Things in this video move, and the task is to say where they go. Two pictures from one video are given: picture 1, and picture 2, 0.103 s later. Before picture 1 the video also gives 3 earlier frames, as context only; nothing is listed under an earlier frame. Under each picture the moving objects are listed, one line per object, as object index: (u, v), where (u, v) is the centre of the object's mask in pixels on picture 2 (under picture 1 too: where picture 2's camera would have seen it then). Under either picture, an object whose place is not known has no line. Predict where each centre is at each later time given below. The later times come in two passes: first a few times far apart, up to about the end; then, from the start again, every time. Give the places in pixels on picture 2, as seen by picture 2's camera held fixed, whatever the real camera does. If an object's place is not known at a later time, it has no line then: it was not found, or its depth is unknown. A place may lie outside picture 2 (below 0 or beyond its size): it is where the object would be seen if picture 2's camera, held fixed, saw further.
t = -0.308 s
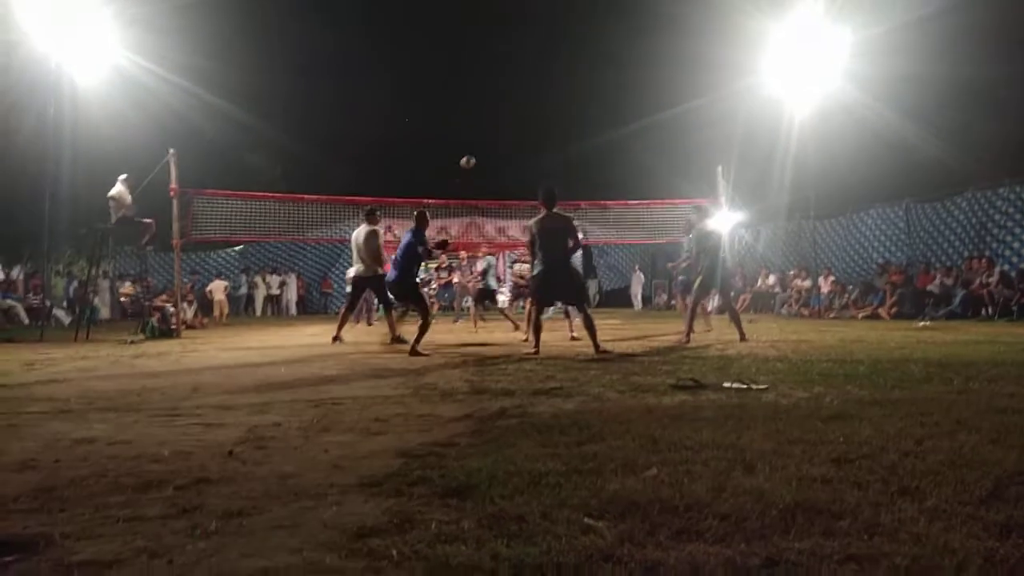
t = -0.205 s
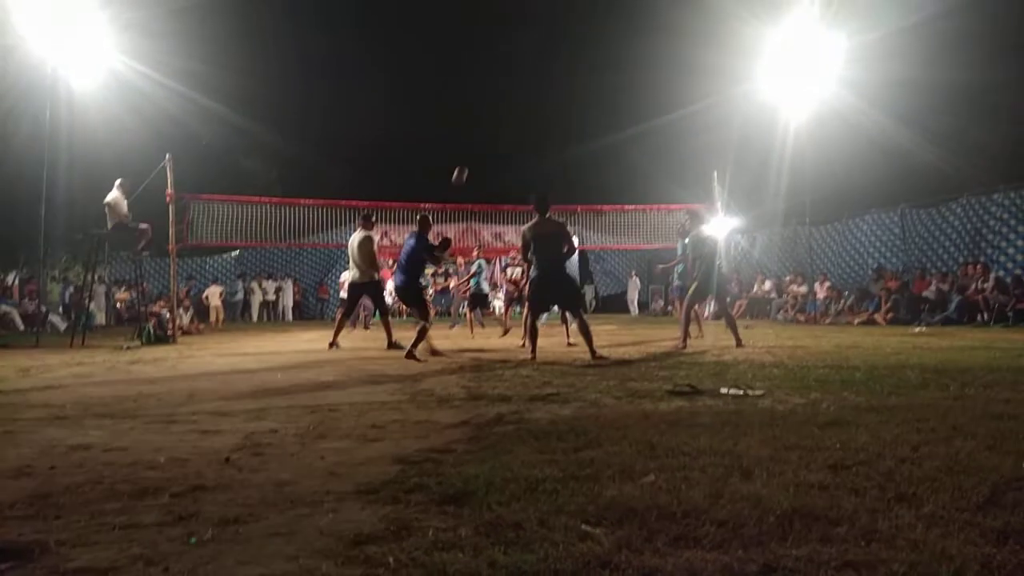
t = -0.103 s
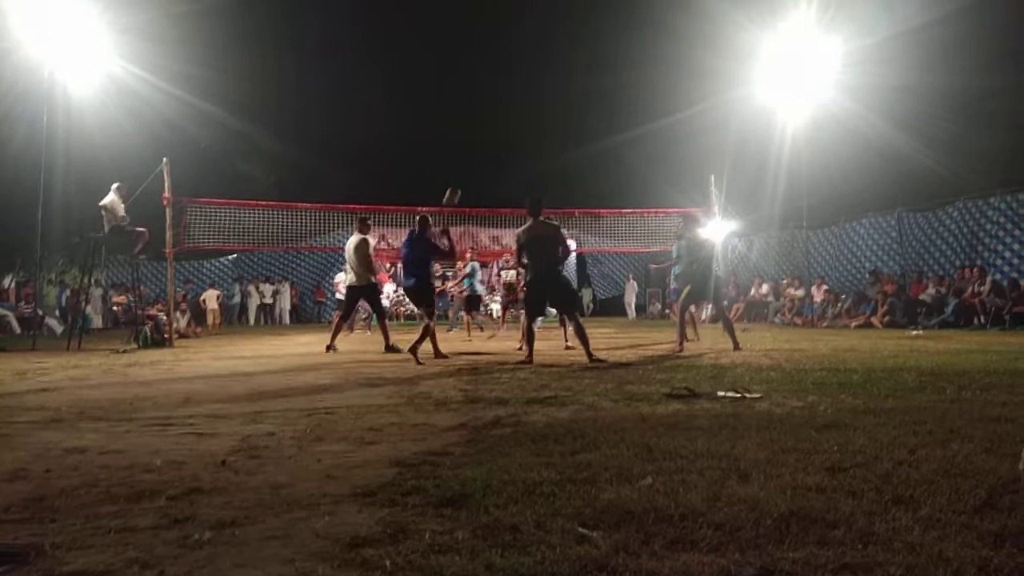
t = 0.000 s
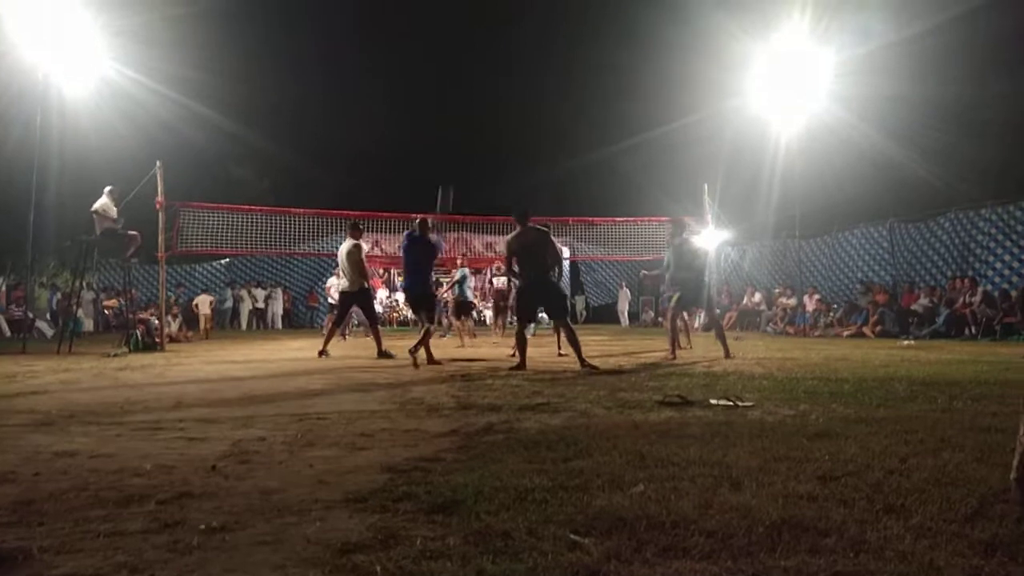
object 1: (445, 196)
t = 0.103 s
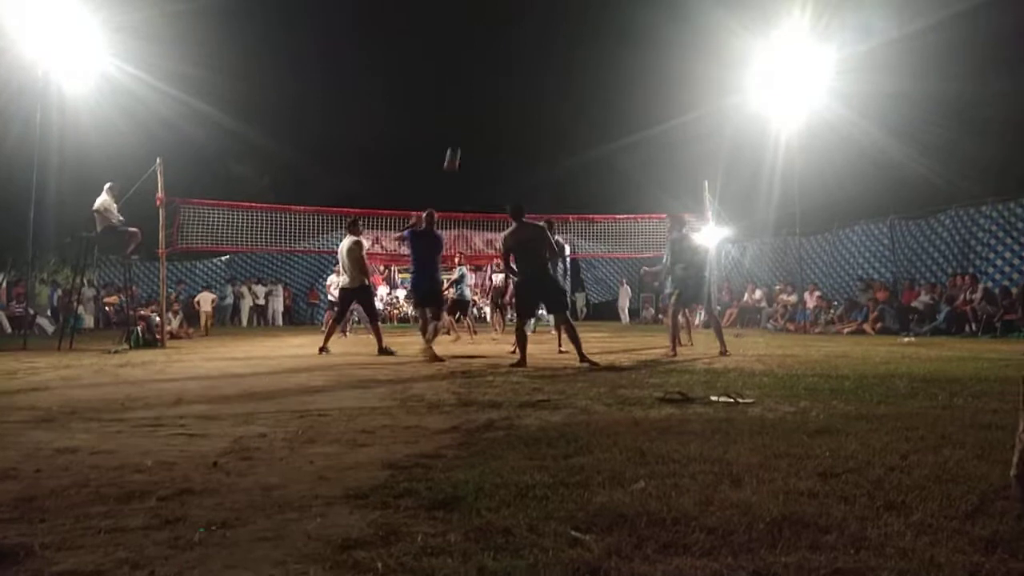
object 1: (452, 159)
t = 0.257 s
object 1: (461, 125)
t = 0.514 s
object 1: (473, 109)
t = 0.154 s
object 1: (455, 144)
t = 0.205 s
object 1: (458, 134)
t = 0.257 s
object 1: (461, 125)
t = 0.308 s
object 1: (464, 118)
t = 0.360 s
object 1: (467, 114)
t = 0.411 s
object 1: (469, 110)
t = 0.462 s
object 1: (471, 109)
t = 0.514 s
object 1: (473, 109)
